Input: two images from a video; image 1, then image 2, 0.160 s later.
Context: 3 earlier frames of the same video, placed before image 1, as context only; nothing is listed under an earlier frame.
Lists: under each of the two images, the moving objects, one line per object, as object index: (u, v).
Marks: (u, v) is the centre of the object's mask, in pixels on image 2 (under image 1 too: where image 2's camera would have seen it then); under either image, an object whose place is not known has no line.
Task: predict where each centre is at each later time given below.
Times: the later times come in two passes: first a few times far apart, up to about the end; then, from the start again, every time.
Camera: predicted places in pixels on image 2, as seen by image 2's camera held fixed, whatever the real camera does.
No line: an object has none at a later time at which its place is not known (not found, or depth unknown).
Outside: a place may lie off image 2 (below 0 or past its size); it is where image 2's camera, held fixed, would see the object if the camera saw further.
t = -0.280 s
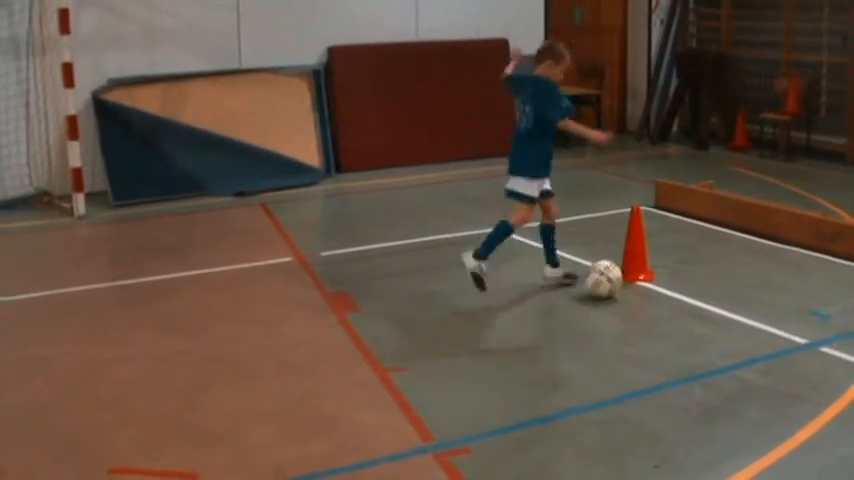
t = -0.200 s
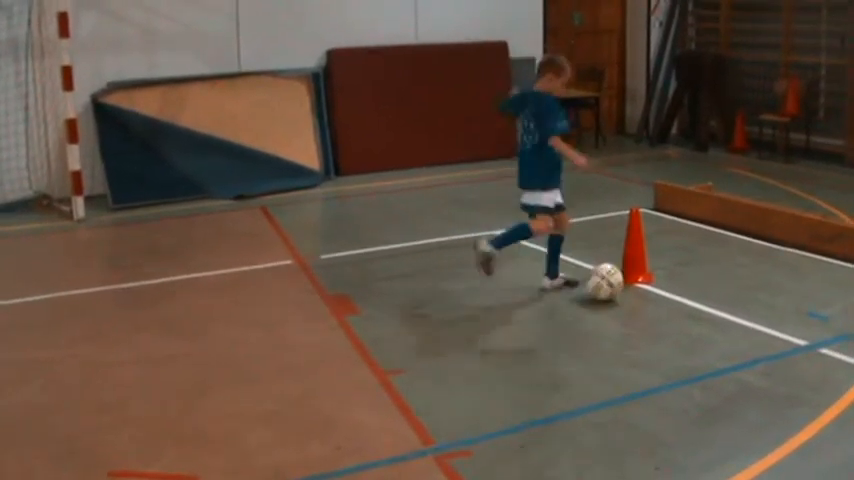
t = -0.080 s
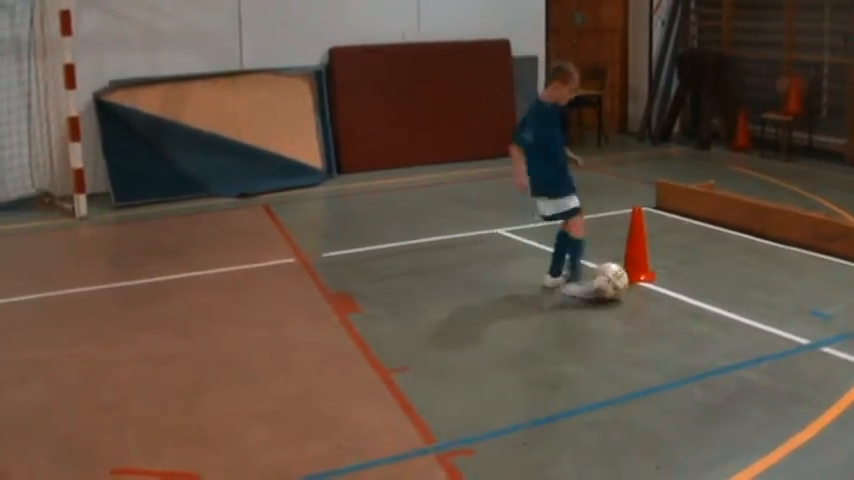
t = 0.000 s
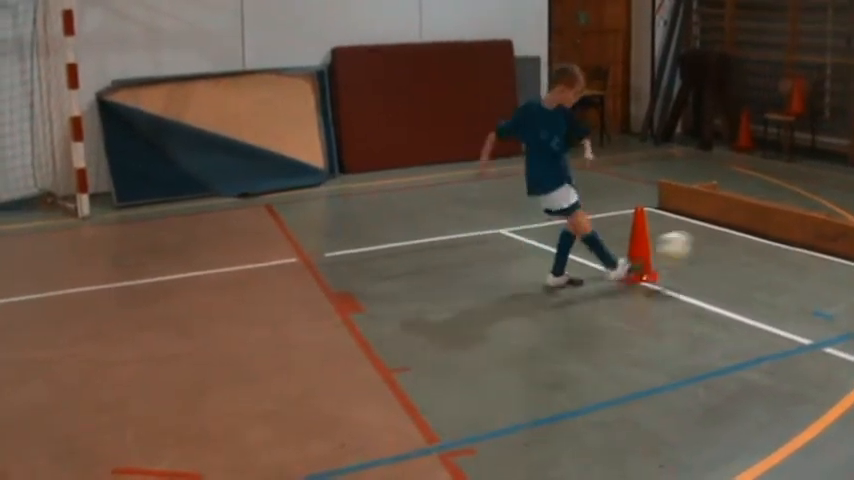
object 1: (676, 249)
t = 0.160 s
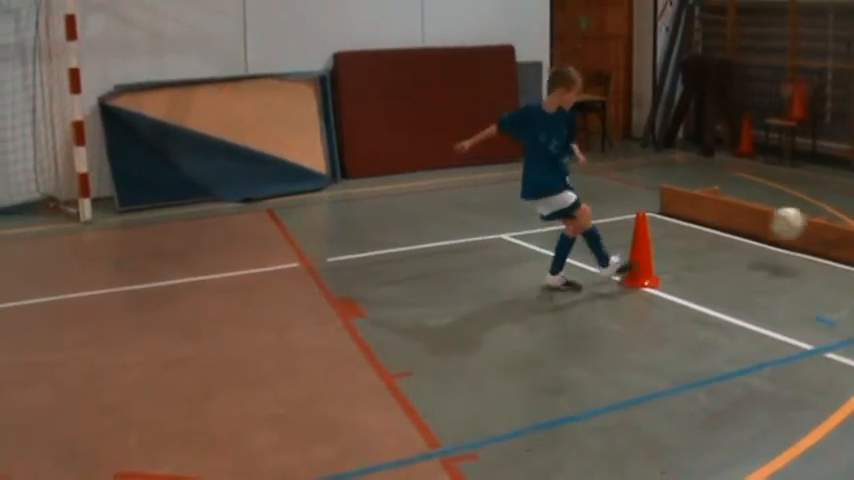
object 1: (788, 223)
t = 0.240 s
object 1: (815, 221)
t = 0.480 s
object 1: (714, 252)
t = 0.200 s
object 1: (811, 221)
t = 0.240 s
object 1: (815, 221)
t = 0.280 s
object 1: (801, 220)
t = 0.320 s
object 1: (784, 221)
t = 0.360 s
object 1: (767, 225)
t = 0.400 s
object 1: (749, 230)
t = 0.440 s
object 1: (732, 238)
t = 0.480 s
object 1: (714, 252)
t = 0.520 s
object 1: (692, 268)
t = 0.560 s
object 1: (672, 285)
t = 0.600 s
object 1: (660, 278)
